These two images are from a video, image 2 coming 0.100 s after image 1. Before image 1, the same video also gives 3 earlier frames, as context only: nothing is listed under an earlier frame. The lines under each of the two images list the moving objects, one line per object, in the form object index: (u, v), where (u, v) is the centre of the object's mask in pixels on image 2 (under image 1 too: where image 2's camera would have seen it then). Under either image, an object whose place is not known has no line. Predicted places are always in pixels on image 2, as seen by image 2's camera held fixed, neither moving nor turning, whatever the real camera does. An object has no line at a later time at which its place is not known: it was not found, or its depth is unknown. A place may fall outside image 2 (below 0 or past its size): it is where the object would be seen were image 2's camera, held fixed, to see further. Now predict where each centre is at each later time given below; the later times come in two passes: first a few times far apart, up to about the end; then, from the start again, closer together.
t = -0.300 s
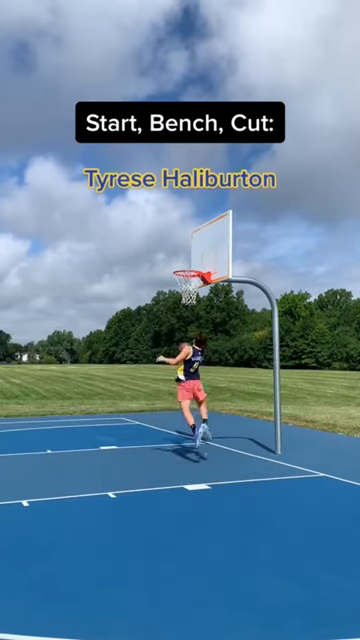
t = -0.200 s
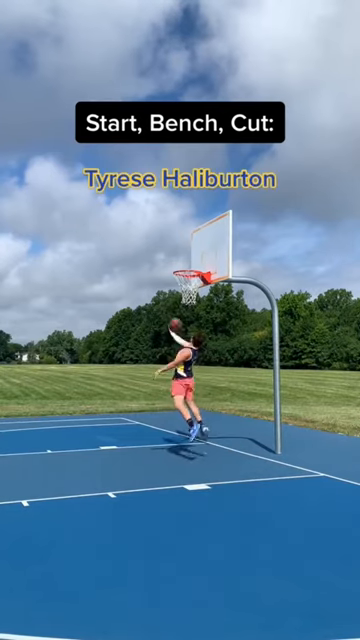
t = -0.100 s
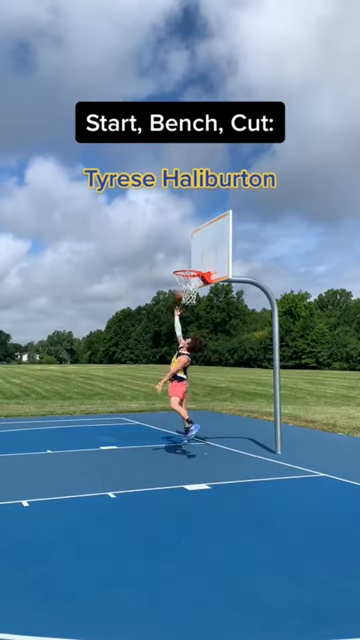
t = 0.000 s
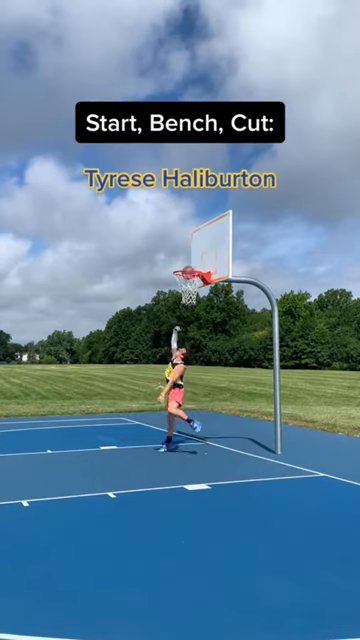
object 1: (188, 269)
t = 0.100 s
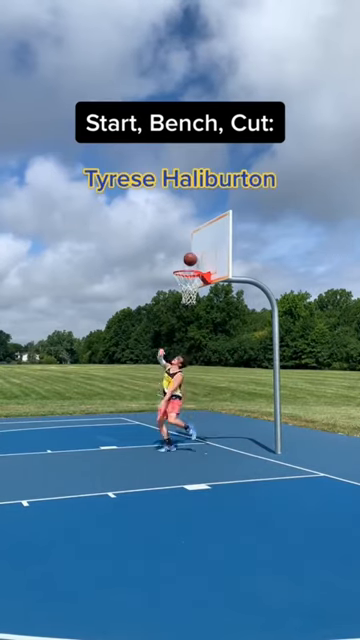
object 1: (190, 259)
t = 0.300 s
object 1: (186, 255)
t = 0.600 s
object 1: (182, 288)
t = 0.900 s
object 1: (184, 345)
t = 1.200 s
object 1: (188, 453)
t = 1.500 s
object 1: (205, 373)
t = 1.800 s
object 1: (223, 351)
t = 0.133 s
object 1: (189, 257)
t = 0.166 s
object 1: (188, 255)
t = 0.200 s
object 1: (188, 254)
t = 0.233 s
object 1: (187, 254)
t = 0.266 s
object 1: (187, 254)
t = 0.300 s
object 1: (186, 255)
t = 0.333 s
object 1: (185, 256)
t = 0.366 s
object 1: (184, 258)
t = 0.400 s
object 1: (184, 261)
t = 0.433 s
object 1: (183, 264)
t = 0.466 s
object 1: (183, 268)
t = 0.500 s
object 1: (181, 274)
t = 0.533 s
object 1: (181, 280)
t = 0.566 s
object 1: (180, 284)
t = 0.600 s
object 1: (182, 288)
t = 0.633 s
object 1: (182, 292)
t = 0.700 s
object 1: (182, 301)
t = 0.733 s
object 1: (182, 307)
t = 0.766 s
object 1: (183, 312)
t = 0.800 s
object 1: (183, 320)
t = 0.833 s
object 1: (184, 328)
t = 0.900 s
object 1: (184, 345)
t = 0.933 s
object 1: (184, 355)
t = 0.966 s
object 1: (185, 366)
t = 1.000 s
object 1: (185, 377)
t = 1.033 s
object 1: (185, 390)
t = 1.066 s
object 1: (186, 403)
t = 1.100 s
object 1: (186, 415)
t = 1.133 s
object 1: (187, 430)
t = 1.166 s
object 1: (187, 445)
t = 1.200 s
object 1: (188, 453)
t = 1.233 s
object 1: (190, 440)
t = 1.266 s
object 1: (192, 429)
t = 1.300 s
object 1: (194, 419)
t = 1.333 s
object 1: (196, 409)
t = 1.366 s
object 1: (198, 400)
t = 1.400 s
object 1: (199, 392)
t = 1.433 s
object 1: (202, 385)
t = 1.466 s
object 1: (204, 379)
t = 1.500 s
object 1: (205, 373)
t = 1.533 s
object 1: (208, 367)
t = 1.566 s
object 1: (210, 363)
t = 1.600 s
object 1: (212, 359)
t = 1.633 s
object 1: (214, 357)
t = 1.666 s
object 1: (215, 354)
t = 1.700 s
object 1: (217, 353)
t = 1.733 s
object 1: (219, 351)
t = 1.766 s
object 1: (221, 351)
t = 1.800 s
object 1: (223, 351)
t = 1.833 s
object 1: (225, 352)
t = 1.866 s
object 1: (226, 353)
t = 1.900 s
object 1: (228, 356)
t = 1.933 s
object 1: (230, 359)
